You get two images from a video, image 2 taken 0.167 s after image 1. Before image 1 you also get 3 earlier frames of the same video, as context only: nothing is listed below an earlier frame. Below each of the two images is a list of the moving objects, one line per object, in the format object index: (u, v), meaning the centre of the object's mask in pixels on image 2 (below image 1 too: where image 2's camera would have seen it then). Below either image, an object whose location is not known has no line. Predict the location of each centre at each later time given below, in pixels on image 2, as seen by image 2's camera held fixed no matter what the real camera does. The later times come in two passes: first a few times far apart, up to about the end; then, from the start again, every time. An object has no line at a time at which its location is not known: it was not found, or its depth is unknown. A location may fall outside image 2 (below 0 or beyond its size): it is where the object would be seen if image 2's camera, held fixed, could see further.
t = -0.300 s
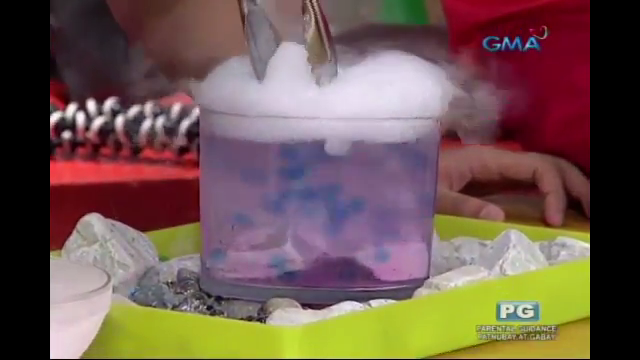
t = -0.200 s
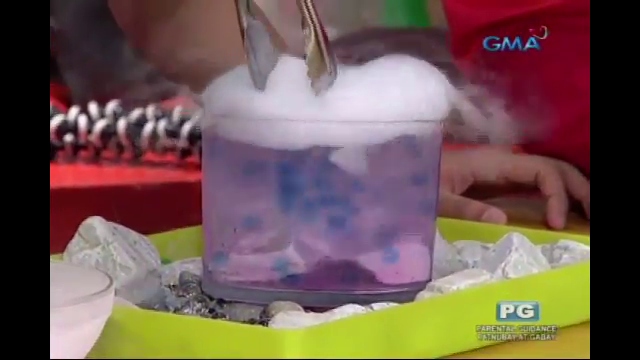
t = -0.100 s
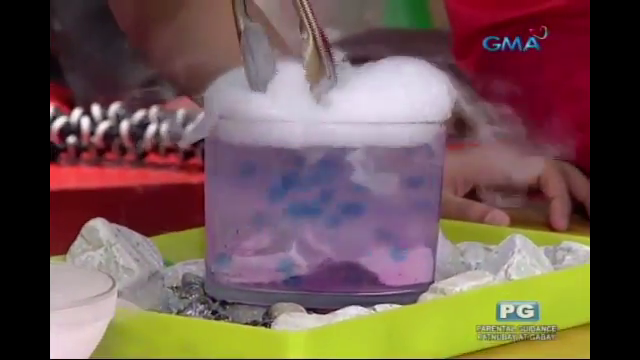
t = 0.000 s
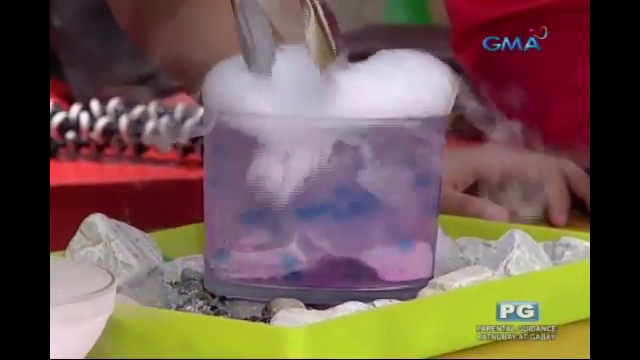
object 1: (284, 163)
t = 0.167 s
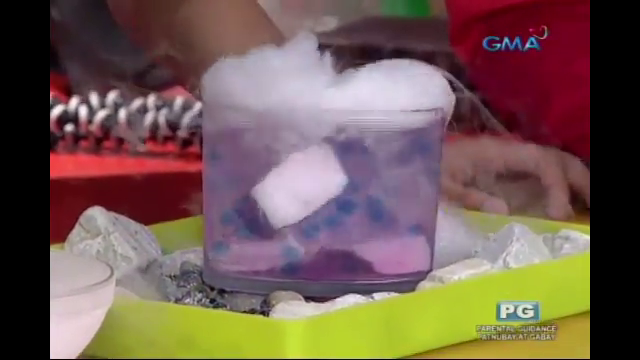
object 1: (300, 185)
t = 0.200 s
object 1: (302, 188)
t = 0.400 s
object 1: (324, 203)
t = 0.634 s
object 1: (346, 223)
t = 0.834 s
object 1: (345, 224)
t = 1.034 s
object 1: (344, 223)
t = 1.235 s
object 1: (344, 223)
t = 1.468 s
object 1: (344, 224)
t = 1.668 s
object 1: (345, 224)
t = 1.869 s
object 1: (345, 225)
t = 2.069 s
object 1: (343, 224)
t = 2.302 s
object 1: (344, 224)
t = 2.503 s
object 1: (344, 224)
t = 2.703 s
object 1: (345, 225)
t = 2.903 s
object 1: (344, 225)
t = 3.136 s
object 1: (345, 225)
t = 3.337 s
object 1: (345, 225)
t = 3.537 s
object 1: (344, 225)
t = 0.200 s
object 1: (302, 188)
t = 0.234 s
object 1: (307, 190)
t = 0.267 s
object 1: (310, 192)
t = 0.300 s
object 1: (313, 194)
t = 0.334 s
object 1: (317, 197)
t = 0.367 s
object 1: (320, 199)
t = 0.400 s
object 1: (324, 203)
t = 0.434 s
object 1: (328, 207)
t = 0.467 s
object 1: (331, 212)
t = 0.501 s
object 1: (335, 214)
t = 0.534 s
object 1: (338, 218)
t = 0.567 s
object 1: (344, 221)
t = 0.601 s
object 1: (345, 222)
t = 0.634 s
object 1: (346, 223)
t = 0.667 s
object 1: (347, 223)
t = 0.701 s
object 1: (347, 223)
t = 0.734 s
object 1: (348, 224)
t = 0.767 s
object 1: (345, 223)
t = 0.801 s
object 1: (344, 223)
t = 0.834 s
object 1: (345, 224)
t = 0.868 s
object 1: (346, 224)
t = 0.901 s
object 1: (345, 223)
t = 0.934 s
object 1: (344, 223)
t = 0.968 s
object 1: (344, 223)
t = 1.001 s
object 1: (345, 223)
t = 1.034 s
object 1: (344, 223)
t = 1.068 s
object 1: (345, 224)
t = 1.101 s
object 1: (344, 223)
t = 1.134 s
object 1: (345, 224)
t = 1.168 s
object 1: (345, 224)
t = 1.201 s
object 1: (345, 224)
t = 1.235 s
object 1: (344, 223)
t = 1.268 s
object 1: (343, 223)
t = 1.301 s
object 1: (343, 223)
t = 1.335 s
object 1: (344, 223)
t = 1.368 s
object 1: (344, 224)
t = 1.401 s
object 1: (344, 224)
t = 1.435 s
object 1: (344, 224)
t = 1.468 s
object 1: (344, 224)
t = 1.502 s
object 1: (344, 224)
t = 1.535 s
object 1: (344, 224)
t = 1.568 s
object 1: (343, 223)
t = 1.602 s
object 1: (343, 224)
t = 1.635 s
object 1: (345, 224)
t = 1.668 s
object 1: (345, 224)
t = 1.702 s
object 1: (345, 225)
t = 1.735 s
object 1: (344, 225)
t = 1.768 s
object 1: (344, 225)
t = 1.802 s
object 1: (345, 225)
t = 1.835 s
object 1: (345, 225)
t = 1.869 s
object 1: (345, 225)
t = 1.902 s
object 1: (345, 225)
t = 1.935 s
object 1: (344, 224)
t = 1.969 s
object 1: (345, 225)
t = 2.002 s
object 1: (345, 224)
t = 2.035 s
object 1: (344, 224)
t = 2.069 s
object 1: (343, 224)
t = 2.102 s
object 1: (344, 224)
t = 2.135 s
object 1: (345, 225)
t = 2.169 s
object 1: (345, 225)
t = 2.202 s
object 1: (344, 225)
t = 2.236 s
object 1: (345, 224)
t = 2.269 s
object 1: (345, 225)
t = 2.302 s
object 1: (344, 224)
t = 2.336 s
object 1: (344, 225)
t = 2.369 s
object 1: (345, 225)
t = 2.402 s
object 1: (344, 224)
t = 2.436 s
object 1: (345, 225)
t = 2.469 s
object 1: (344, 225)
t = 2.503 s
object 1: (344, 224)
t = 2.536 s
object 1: (344, 225)
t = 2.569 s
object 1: (344, 225)
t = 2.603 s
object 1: (345, 225)
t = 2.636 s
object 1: (345, 225)
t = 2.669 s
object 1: (344, 225)
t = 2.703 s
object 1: (345, 225)
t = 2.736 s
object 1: (343, 224)
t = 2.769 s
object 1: (344, 225)
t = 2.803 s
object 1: (343, 224)
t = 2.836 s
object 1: (344, 225)
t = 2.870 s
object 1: (343, 224)
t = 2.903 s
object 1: (344, 225)
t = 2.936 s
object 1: (344, 225)
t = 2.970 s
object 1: (343, 225)
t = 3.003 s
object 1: (345, 225)
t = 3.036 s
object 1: (344, 225)
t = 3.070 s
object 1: (344, 225)
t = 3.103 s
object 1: (344, 225)
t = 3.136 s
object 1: (345, 225)
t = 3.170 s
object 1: (344, 225)
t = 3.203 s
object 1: (343, 225)
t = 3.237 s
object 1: (343, 225)
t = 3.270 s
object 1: (343, 225)
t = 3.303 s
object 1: (345, 225)
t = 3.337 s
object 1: (345, 225)
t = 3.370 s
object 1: (345, 226)
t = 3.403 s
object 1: (343, 225)
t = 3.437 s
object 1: (345, 225)
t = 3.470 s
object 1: (343, 225)
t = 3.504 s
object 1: (343, 225)
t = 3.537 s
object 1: (344, 225)
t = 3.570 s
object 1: (344, 225)
